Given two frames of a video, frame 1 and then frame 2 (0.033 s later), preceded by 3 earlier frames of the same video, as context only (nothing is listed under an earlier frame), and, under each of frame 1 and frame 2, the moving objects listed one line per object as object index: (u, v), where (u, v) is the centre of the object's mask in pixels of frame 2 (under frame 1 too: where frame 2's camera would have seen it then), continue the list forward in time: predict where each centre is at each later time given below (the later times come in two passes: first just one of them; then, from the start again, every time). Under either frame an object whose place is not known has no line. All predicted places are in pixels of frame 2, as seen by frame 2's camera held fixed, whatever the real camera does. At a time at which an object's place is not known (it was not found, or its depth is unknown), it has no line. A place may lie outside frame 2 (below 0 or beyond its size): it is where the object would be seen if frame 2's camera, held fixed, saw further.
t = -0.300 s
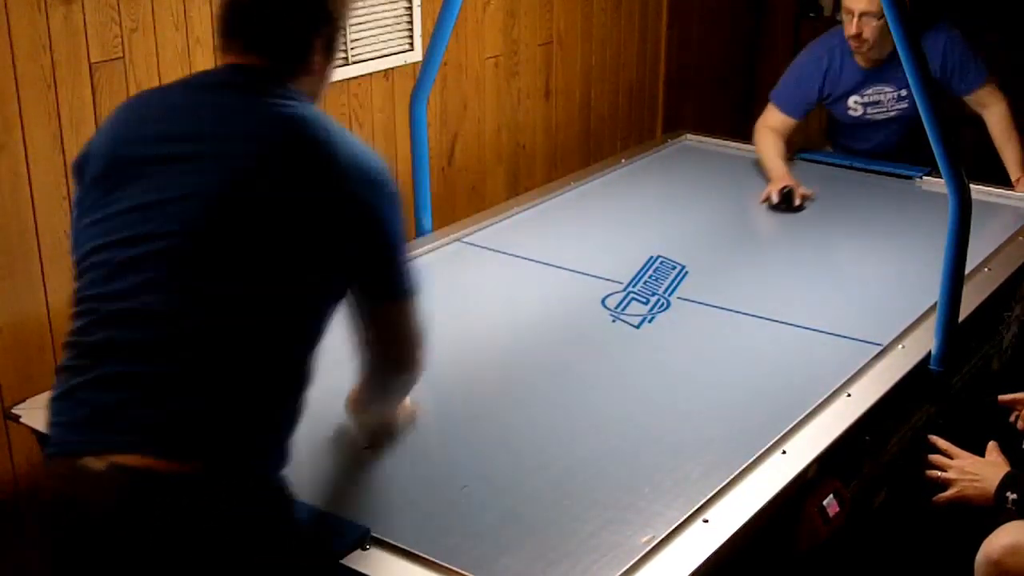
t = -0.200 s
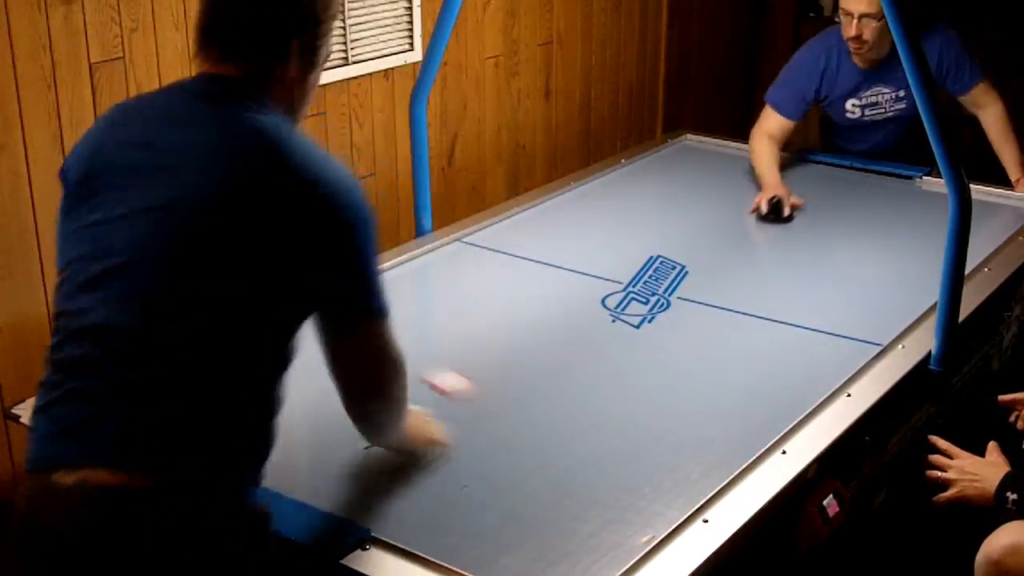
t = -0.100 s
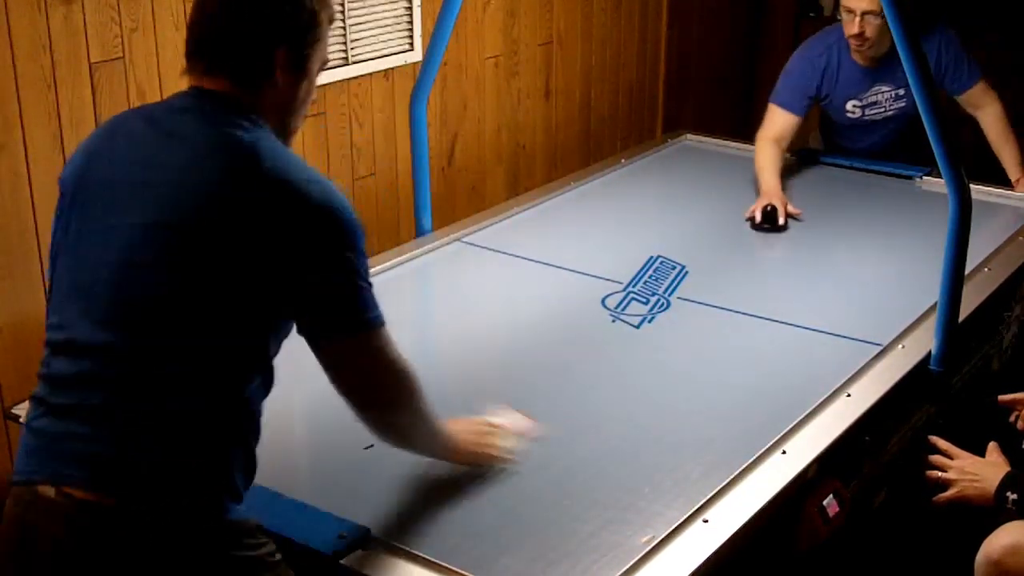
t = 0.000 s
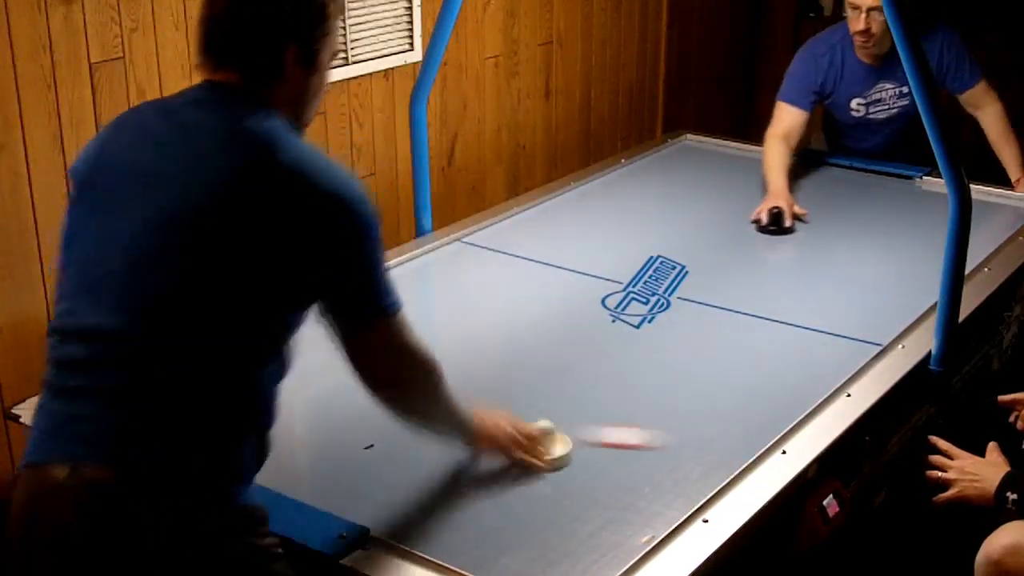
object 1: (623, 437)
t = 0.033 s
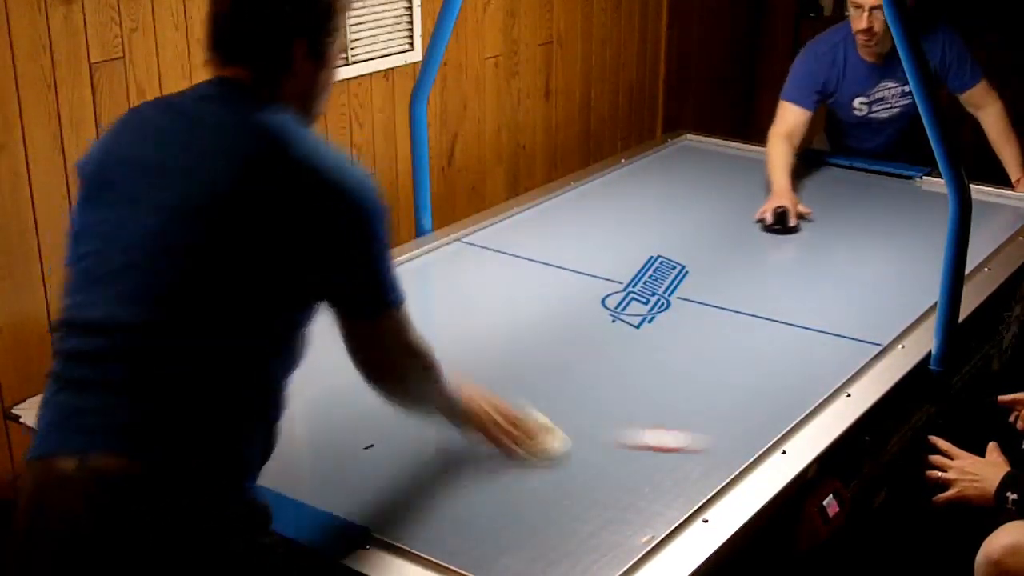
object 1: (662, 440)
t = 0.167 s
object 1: (706, 419)
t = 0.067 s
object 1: (702, 443)
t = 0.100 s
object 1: (735, 444)
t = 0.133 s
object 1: (726, 432)
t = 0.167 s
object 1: (706, 419)
